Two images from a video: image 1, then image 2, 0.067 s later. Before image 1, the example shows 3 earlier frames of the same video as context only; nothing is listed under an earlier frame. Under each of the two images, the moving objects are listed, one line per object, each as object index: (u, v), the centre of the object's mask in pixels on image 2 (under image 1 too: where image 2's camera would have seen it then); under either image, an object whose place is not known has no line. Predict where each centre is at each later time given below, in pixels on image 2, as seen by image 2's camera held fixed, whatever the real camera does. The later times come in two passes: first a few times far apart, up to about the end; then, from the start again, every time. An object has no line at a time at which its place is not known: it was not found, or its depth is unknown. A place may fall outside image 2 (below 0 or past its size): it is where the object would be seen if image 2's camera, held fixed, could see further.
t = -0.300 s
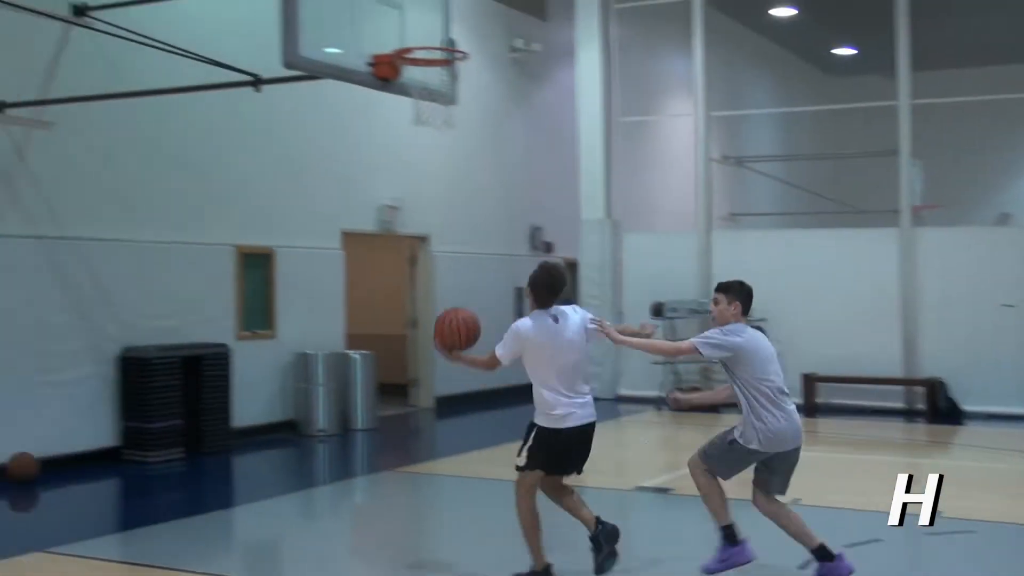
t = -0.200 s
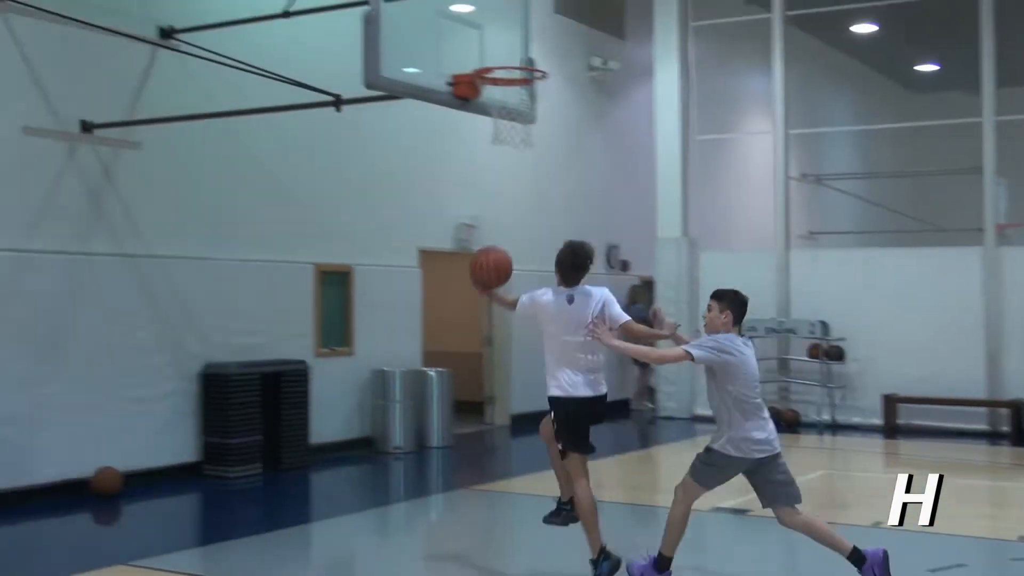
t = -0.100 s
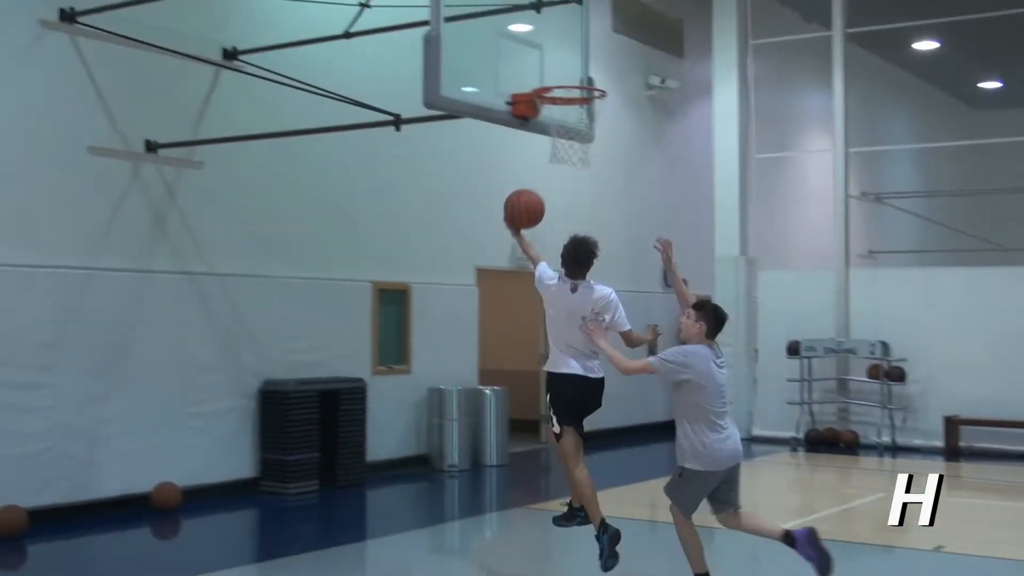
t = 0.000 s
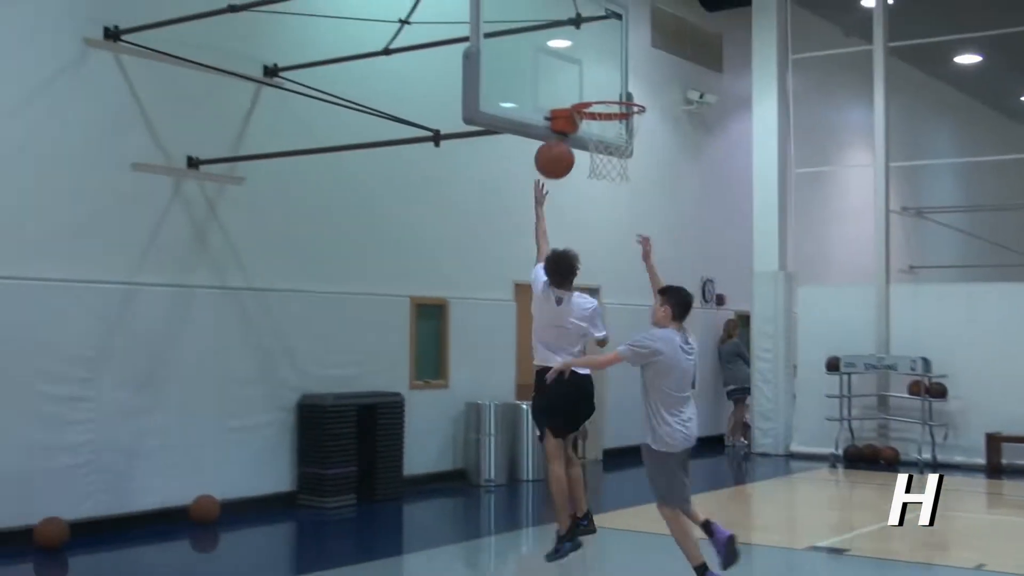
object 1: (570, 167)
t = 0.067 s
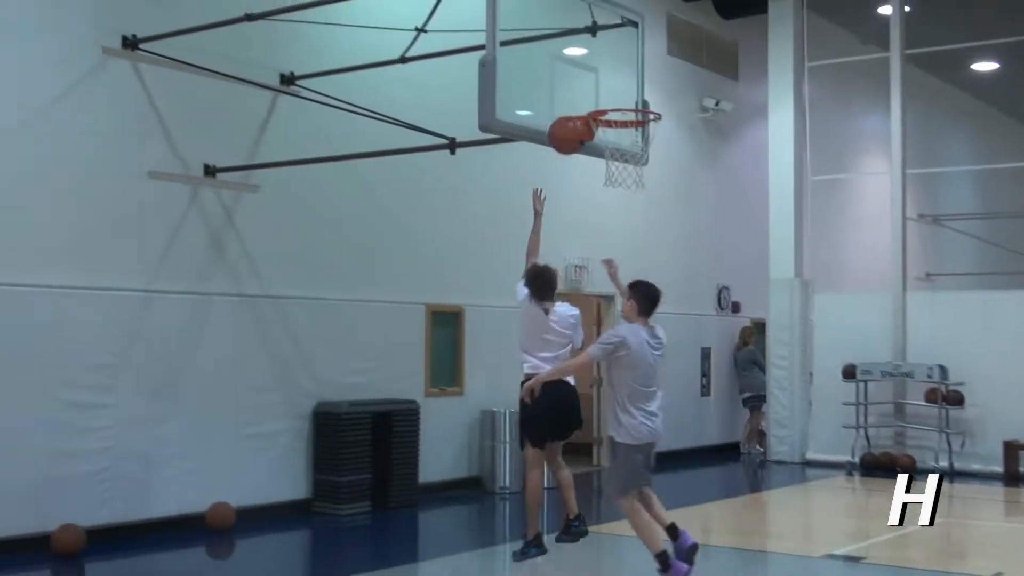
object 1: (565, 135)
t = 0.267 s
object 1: (559, 86)
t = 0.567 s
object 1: (635, 103)
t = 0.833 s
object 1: (596, 169)
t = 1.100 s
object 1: (573, 266)
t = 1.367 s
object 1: (543, 470)
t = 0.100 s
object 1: (565, 121)
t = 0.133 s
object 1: (564, 111)
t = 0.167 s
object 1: (563, 102)
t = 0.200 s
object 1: (562, 95)
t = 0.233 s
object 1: (560, 90)
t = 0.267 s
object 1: (559, 86)
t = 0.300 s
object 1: (566, 82)
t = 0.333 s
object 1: (575, 79)
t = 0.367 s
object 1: (584, 78)
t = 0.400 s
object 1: (592, 78)
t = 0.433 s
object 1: (601, 80)
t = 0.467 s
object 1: (609, 84)
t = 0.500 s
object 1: (618, 89)
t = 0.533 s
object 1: (626, 95)
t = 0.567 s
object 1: (635, 103)
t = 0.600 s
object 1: (642, 114)
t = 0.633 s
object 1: (634, 121)
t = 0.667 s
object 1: (627, 129)
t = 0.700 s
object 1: (617, 139)
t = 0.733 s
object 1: (609, 152)
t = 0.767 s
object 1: (602, 160)
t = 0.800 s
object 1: (598, 164)
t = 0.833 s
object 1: (596, 169)
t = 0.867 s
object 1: (593, 175)
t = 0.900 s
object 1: (590, 183)
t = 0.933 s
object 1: (587, 193)
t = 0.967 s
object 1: (584, 204)
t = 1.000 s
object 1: (581, 217)
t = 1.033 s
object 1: (578, 232)
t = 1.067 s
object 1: (576, 249)
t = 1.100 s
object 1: (573, 266)
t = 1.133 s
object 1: (569, 285)
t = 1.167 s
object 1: (566, 307)
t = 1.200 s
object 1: (563, 332)
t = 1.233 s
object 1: (559, 357)
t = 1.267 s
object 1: (556, 382)
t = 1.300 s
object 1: (552, 409)
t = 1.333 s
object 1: (548, 438)
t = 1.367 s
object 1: (543, 470)
